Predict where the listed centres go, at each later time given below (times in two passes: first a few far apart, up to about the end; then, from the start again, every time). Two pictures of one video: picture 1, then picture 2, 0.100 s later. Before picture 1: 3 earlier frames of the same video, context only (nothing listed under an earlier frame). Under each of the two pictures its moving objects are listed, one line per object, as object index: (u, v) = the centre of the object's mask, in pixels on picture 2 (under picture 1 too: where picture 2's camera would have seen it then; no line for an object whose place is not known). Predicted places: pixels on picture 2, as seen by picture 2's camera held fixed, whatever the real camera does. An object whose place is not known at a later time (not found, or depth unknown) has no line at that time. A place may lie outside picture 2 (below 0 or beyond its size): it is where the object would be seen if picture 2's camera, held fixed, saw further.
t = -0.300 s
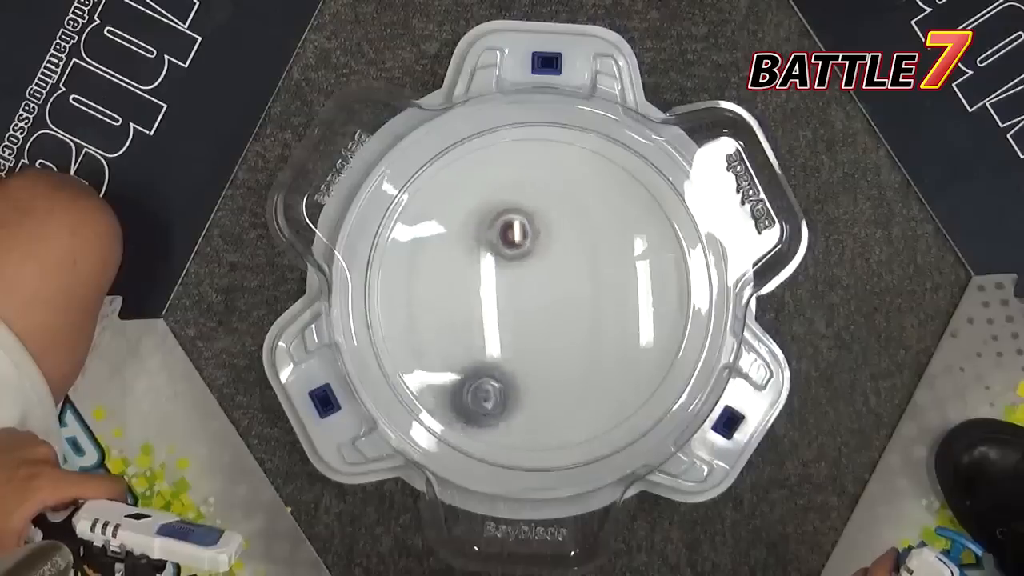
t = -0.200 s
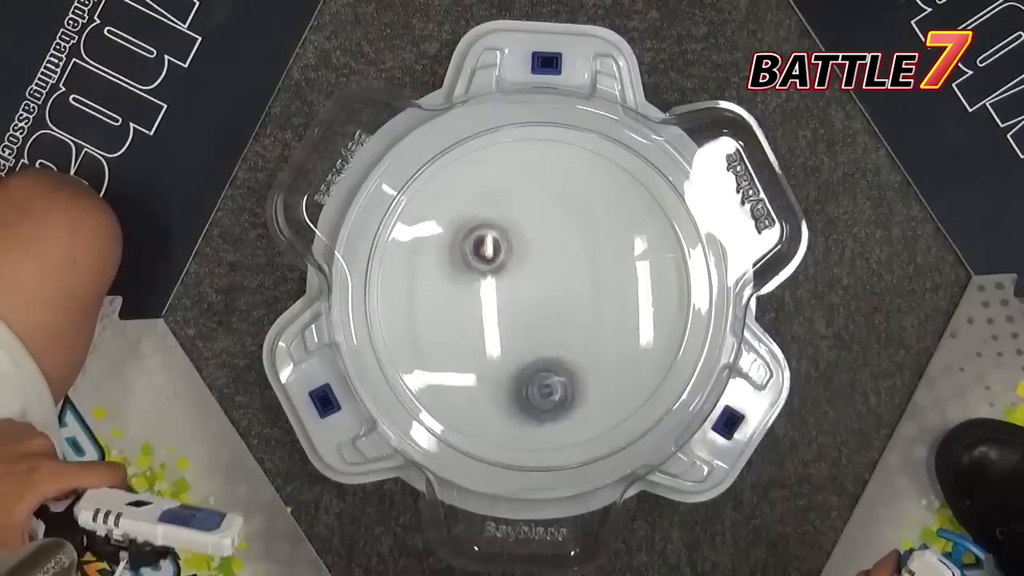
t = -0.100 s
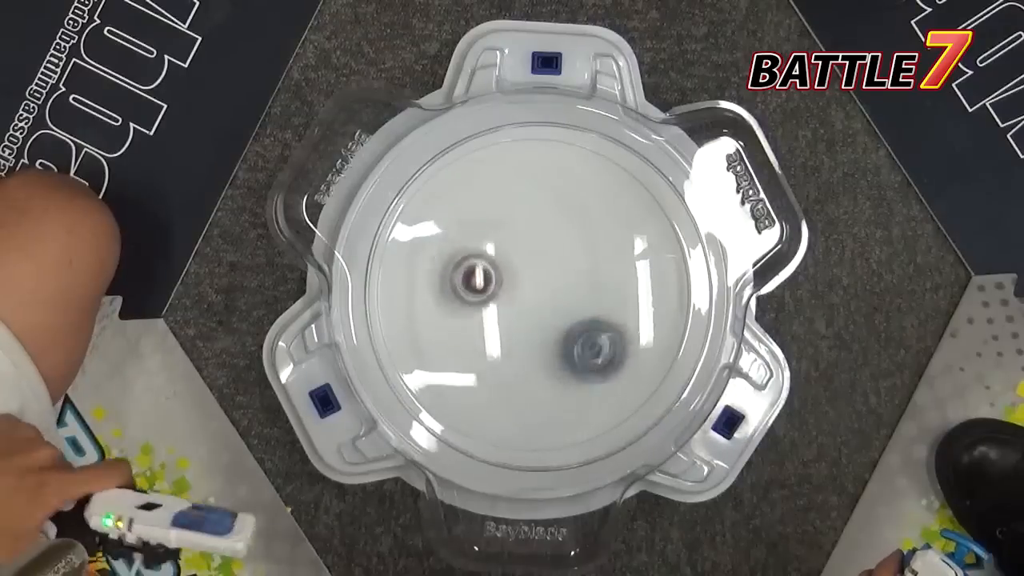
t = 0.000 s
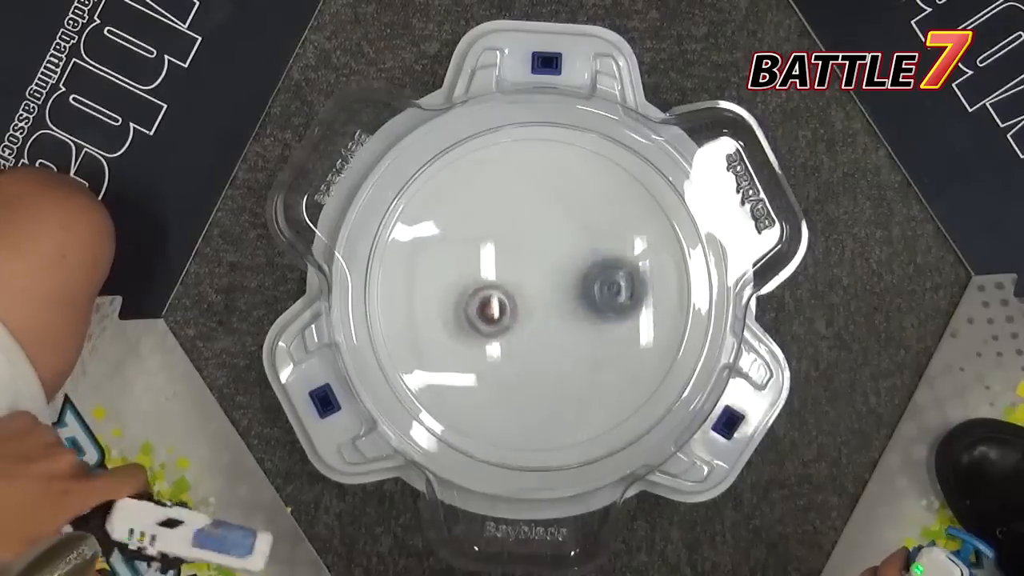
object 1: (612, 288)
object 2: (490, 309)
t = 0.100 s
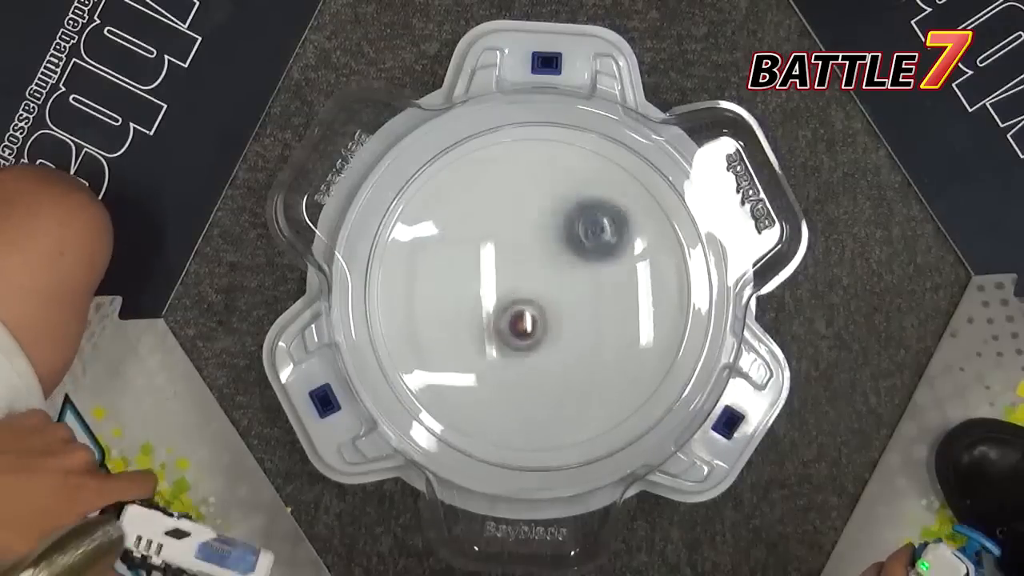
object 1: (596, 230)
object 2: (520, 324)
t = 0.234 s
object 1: (533, 187)
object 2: (563, 314)
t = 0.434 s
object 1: (437, 244)
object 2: (583, 262)
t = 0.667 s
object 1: (490, 366)
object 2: (526, 237)
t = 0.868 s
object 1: (601, 351)
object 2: (503, 291)
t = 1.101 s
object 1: (617, 228)
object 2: (550, 329)
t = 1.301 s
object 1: (510, 203)
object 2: (581, 299)
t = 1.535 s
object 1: (451, 318)
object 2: (538, 271)
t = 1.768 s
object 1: (539, 399)
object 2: (516, 316)
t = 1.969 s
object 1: (624, 336)
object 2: (542, 324)
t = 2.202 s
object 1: (565, 221)
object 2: (546, 300)
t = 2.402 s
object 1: (459, 236)
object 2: (541, 299)
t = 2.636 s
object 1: (441, 349)
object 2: (531, 306)
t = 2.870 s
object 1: (558, 373)
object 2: (517, 302)
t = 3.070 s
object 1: (609, 281)
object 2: (518, 292)
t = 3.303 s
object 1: (538, 193)
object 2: (526, 291)
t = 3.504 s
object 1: (451, 240)
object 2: (525, 292)
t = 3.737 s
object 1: (484, 352)
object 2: (525, 286)
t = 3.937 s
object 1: (582, 361)
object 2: (529, 282)
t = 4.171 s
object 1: (623, 263)
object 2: (533, 286)
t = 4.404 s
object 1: (522, 219)
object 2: (534, 290)
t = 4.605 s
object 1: (456, 290)
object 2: (535, 291)
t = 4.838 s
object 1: (501, 382)
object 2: (535, 294)
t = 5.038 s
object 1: (586, 356)
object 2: (534, 294)
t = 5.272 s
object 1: (580, 247)
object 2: (531, 296)
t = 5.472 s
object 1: (496, 219)
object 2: (528, 296)
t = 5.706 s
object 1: (445, 300)
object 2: (527, 296)
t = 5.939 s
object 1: (528, 359)
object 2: (527, 294)
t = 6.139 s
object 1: (607, 373)
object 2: (535, 252)
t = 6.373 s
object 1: (625, 291)
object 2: (532, 269)
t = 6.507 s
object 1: (587, 262)
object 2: (516, 275)
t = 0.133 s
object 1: (584, 214)
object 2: (533, 325)
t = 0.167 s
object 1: (568, 201)
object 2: (544, 323)
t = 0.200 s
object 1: (551, 192)
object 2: (554, 320)
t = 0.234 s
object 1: (533, 187)
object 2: (563, 314)
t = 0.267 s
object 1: (514, 187)
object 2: (571, 308)
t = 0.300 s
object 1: (495, 190)
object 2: (577, 300)
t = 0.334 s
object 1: (476, 198)
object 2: (582, 291)
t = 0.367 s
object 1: (461, 211)
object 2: (584, 281)
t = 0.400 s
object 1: (446, 226)
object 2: (584, 272)
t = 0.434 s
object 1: (437, 244)
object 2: (583, 262)
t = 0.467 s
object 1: (432, 263)
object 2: (579, 253)
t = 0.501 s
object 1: (432, 285)
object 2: (573, 245)
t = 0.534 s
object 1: (437, 306)
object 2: (566, 239)
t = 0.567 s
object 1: (447, 325)
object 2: (556, 234)
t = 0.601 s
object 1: (457, 340)
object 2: (545, 233)
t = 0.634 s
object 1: (473, 354)
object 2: (535, 233)
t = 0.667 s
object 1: (490, 366)
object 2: (526, 237)
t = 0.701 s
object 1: (508, 372)
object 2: (517, 243)
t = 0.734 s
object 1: (528, 375)
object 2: (510, 251)
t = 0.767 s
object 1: (548, 374)
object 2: (505, 261)
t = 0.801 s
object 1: (567, 370)
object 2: (502, 271)
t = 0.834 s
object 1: (584, 362)
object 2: (502, 281)
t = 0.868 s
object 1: (601, 351)
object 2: (503, 291)
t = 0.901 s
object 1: (614, 337)
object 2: (506, 301)
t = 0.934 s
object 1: (625, 320)
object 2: (511, 309)
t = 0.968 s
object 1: (632, 302)
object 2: (517, 317)
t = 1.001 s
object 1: (635, 283)
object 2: (525, 323)
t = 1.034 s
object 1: (633, 264)
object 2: (532, 326)
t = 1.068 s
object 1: (627, 245)
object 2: (541, 329)
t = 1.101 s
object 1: (617, 228)
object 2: (550, 329)
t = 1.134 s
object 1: (603, 214)
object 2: (558, 328)
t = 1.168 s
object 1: (587, 205)
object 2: (566, 325)
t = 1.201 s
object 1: (569, 198)
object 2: (573, 321)
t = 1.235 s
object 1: (547, 195)
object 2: (578, 315)
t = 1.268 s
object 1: (528, 198)
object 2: (581, 308)
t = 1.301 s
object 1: (510, 203)
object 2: (581, 299)
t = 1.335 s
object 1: (492, 214)
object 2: (580, 290)
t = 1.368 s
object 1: (476, 228)
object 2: (577, 283)
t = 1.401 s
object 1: (464, 243)
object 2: (571, 276)
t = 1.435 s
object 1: (456, 261)
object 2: (564, 272)
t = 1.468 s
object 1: (451, 281)
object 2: (555, 270)
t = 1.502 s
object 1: (450, 300)
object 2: (547, 270)
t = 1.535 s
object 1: (451, 318)
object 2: (538, 271)
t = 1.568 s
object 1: (456, 337)
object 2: (531, 275)
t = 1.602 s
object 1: (464, 353)
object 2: (525, 280)
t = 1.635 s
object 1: (474, 368)
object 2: (521, 287)
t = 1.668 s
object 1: (488, 382)
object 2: (516, 294)
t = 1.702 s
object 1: (504, 391)
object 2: (514, 301)
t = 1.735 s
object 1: (521, 396)
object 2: (514, 309)
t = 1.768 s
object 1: (539, 399)
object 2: (516, 316)
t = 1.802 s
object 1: (558, 398)
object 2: (518, 322)
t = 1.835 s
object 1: (575, 392)
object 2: (523, 326)
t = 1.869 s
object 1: (592, 383)
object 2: (529, 329)
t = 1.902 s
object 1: (605, 369)
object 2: (535, 328)
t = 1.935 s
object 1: (616, 354)
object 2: (539, 326)
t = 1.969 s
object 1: (624, 336)
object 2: (542, 324)
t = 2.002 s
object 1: (627, 315)
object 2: (544, 320)
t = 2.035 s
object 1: (625, 295)
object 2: (546, 317)
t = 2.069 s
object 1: (620, 275)
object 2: (547, 313)
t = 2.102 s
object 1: (610, 258)
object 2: (548, 309)
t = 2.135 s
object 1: (597, 243)
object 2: (547, 305)
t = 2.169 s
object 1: (582, 231)
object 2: (547, 303)
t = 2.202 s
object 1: (565, 221)
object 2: (546, 300)
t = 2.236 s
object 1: (547, 215)
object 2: (545, 299)
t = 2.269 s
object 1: (528, 212)
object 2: (545, 298)
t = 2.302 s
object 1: (508, 214)
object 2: (544, 297)
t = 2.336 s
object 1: (491, 218)
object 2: (543, 297)
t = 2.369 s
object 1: (474, 225)
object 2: (542, 298)
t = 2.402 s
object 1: (459, 236)
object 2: (541, 299)
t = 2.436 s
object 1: (446, 249)
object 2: (540, 300)
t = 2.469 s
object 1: (437, 263)
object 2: (539, 301)
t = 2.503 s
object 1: (431, 280)
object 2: (538, 302)
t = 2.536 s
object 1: (429, 299)
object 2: (536, 303)
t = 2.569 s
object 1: (430, 317)
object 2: (534, 304)
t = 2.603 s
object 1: (434, 333)
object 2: (532, 305)
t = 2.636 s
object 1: (441, 349)
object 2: (531, 306)
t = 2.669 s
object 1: (452, 363)
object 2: (529, 306)
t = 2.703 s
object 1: (467, 375)
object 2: (527, 306)
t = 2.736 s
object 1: (485, 382)
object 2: (525, 306)
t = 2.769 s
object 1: (503, 386)
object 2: (523, 306)
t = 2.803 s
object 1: (521, 385)
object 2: (521, 305)
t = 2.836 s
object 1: (539, 382)
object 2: (518, 304)
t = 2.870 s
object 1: (558, 373)
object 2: (517, 302)
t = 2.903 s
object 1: (572, 363)
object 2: (516, 301)
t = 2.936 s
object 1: (587, 349)
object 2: (516, 299)
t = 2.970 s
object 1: (596, 334)
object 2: (516, 297)
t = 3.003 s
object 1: (604, 317)
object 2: (516, 295)
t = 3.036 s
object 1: (608, 298)
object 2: (517, 293)
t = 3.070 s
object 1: (609, 281)
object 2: (518, 292)
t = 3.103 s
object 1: (608, 262)
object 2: (518, 291)
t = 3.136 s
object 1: (601, 245)
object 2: (521, 290)
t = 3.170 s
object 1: (593, 229)
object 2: (522, 290)
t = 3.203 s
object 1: (583, 216)
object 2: (524, 290)
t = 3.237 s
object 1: (569, 205)
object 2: (525, 290)
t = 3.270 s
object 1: (554, 198)
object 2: (525, 290)
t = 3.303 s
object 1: (538, 193)
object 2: (526, 291)
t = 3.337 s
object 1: (520, 192)
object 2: (526, 291)
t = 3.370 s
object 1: (504, 195)
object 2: (526, 292)
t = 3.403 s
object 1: (488, 202)
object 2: (526, 292)
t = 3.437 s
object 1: (473, 212)
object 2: (526, 292)
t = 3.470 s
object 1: (462, 225)
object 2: (526, 292)
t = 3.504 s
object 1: (451, 240)
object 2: (525, 292)
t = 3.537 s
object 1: (446, 257)
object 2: (525, 292)
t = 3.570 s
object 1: (445, 275)
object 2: (525, 291)
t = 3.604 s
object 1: (447, 294)
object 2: (525, 290)
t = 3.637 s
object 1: (451, 311)
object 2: (524, 289)
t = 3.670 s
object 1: (460, 326)
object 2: (524, 288)
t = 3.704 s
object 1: (472, 341)
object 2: (524, 287)
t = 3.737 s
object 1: (484, 352)
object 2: (525, 286)
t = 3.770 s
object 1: (500, 361)
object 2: (525, 285)
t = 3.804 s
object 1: (517, 367)
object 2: (526, 284)
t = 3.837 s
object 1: (533, 370)
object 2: (526, 283)
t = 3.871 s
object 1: (550, 370)
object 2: (527, 283)
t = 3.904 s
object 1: (567, 367)
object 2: (528, 282)
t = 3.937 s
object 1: (582, 361)
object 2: (529, 282)
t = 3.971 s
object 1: (597, 352)
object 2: (530, 282)
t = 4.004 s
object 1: (609, 341)
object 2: (531, 282)
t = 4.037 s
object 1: (619, 327)
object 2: (531, 282)
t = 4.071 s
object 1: (625, 312)
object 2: (532, 283)
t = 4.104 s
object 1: (627, 295)
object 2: (533, 284)
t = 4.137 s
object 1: (627, 278)
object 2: (533, 285)
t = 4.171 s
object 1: (623, 263)
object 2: (533, 286)
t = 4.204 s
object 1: (614, 247)
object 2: (534, 286)
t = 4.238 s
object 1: (602, 236)
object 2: (534, 287)
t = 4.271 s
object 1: (589, 226)
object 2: (534, 288)
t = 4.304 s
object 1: (573, 220)
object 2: (534, 288)
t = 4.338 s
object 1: (556, 216)
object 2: (534, 289)
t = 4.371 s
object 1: (540, 216)
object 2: (534, 289)
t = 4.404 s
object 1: (522, 219)
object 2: (534, 290)
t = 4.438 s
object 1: (507, 225)
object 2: (534, 290)
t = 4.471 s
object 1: (493, 234)
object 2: (534, 290)
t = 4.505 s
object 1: (479, 245)
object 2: (534, 290)
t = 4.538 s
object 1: (469, 259)
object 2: (534, 291)
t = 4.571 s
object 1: (460, 275)
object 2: (534, 291)
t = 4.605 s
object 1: (456, 290)
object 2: (535, 291)
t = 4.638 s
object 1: (455, 306)
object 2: (535, 292)
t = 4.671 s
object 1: (456, 322)
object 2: (536, 292)
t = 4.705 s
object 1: (459, 337)
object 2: (535, 292)
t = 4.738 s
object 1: (465, 351)
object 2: (535, 293)
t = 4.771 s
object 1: (476, 364)
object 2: (535, 293)
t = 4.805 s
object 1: (487, 374)
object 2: (535, 294)
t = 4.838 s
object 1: (501, 382)
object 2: (535, 294)
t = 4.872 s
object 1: (515, 386)
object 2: (535, 294)
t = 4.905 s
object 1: (531, 387)
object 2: (535, 294)
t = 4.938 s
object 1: (547, 384)
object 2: (535, 294)
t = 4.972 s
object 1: (562, 378)
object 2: (535, 294)
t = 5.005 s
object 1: (574, 368)
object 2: (535, 294)
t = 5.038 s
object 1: (586, 356)
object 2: (534, 294)
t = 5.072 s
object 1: (594, 341)
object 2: (534, 295)
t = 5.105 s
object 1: (600, 325)
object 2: (533, 295)
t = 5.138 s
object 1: (602, 308)
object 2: (533, 295)
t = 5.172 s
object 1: (601, 292)
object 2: (533, 295)
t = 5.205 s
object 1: (597, 275)
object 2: (532, 296)
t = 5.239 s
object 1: (591, 261)
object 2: (532, 296)
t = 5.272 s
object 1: (580, 247)
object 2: (531, 296)
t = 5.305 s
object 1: (569, 235)
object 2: (531, 296)
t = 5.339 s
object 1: (557, 227)
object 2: (530, 296)
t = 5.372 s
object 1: (541, 221)
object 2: (530, 296)
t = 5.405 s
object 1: (526, 217)
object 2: (529, 296)
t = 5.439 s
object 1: (511, 216)
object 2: (529, 296)
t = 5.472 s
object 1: (496, 219)
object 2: (528, 296)
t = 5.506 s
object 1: (481, 223)
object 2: (528, 296)
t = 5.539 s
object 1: (469, 231)
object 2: (528, 295)
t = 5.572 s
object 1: (458, 243)
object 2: (528, 295)
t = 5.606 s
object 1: (449, 255)
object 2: (527, 296)
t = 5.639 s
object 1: (445, 270)
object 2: (527, 296)
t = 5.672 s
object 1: (444, 285)
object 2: (527, 296)
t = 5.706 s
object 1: (445, 300)
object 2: (527, 296)
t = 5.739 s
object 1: (451, 315)
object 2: (527, 296)
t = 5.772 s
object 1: (459, 328)
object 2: (527, 296)
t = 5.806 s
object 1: (467, 340)
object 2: (527, 296)
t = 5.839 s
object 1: (483, 350)
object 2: (527, 295)
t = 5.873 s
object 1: (496, 355)
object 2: (527, 295)
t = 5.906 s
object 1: (511, 359)
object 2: (527, 294)
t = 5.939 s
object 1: (528, 359)
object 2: (527, 294)
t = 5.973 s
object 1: (542, 365)
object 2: (529, 285)
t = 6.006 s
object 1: (555, 374)
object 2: (530, 272)
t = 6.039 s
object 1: (568, 378)
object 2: (532, 263)
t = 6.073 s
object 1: (582, 379)
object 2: (533, 257)
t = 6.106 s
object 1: (594, 377)
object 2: (534, 253)
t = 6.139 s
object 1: (607, 373)
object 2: (535, 252)
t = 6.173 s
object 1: (617, 366)
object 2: (536, 253)
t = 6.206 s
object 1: (626, 357)
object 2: (536, 255)
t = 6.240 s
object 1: (633, 346)
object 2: (536, 257)
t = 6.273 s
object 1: (636, 333)
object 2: (535, 260)
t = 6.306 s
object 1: (636, 319)
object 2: (534, 263)
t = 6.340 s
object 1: (632, 305)
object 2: (533, 266)
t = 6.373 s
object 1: (625, 291)
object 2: (532, 269)
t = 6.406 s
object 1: (615, 281)
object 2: (531, 272)
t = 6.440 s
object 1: (602, 271)
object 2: (530, 274)
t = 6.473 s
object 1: (590, 266)
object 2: (527, 276)
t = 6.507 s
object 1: (587, 262)
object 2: (516, 275)
